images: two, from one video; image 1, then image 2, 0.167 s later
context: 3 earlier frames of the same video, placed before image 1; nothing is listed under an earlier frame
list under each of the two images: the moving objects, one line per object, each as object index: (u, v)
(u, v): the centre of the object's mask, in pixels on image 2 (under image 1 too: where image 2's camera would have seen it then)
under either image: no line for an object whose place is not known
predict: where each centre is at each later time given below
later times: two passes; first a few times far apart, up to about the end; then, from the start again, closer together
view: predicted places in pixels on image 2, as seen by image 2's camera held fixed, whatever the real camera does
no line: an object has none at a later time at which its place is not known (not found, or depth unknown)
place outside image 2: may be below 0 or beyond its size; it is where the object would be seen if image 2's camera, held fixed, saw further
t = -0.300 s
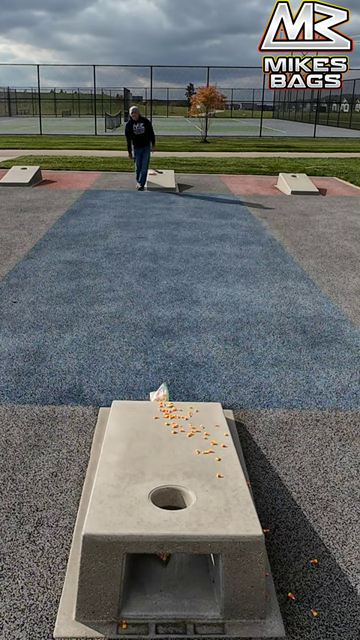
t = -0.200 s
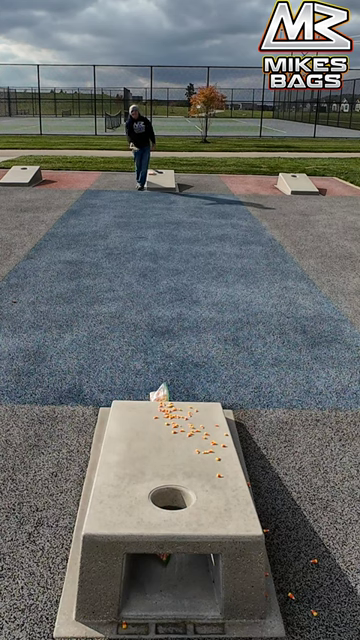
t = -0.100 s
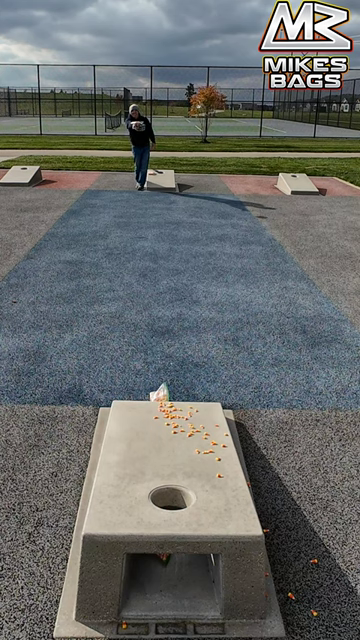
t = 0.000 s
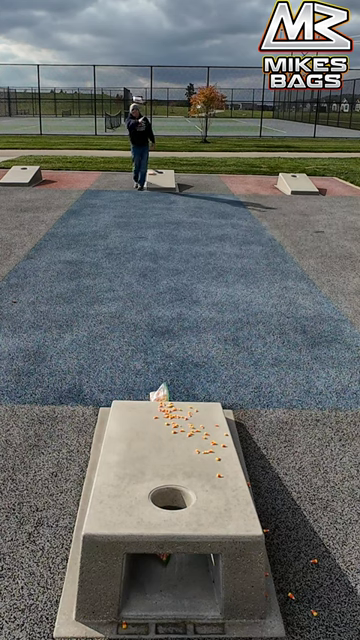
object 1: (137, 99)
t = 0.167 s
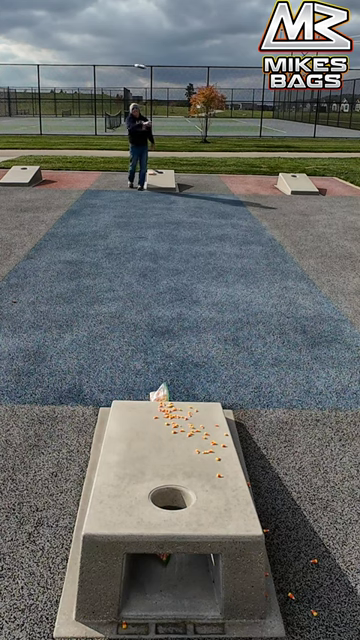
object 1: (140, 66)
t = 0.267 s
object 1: (142, 53)
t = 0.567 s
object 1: (153, 57)
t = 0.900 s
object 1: (175, 238)
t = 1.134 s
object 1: (202, 445)
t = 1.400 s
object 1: (249, 528)
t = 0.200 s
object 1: (141, 61)
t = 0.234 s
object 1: (141, 57)
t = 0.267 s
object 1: (142, 53)
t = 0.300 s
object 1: (143, 49)
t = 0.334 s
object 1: (144, 47)
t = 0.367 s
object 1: (145, 45)
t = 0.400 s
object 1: (145, 44)
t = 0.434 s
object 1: (147, 44)
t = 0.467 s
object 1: (148, 45)
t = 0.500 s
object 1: (149, 47)
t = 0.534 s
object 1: (151, 51)
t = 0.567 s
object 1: (153, 57)
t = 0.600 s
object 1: (155, 63)
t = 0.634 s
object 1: (156, 72)
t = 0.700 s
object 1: (158, 95)
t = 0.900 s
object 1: (175, 238)
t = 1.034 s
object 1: (190, 420)
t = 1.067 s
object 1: (193, 426)
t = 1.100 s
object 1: (198, 435)
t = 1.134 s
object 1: (202, 445)
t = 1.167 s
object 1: (208, 457)
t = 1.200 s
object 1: (213, 467)
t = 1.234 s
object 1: (218, 480)
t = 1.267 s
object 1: (224, 490)
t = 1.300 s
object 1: (230, 499)
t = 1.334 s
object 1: (236, 509)
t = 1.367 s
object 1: (243, 519)
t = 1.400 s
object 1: (249, 528)
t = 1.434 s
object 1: (254, 540)
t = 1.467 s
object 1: (259, 553)
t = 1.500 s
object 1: (263, 570)
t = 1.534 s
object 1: (267, 591)
